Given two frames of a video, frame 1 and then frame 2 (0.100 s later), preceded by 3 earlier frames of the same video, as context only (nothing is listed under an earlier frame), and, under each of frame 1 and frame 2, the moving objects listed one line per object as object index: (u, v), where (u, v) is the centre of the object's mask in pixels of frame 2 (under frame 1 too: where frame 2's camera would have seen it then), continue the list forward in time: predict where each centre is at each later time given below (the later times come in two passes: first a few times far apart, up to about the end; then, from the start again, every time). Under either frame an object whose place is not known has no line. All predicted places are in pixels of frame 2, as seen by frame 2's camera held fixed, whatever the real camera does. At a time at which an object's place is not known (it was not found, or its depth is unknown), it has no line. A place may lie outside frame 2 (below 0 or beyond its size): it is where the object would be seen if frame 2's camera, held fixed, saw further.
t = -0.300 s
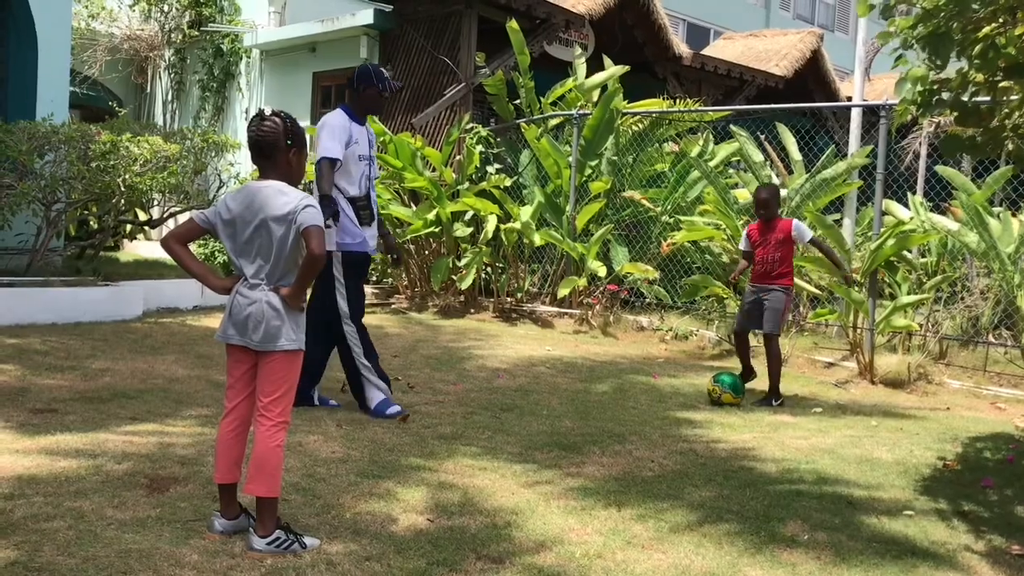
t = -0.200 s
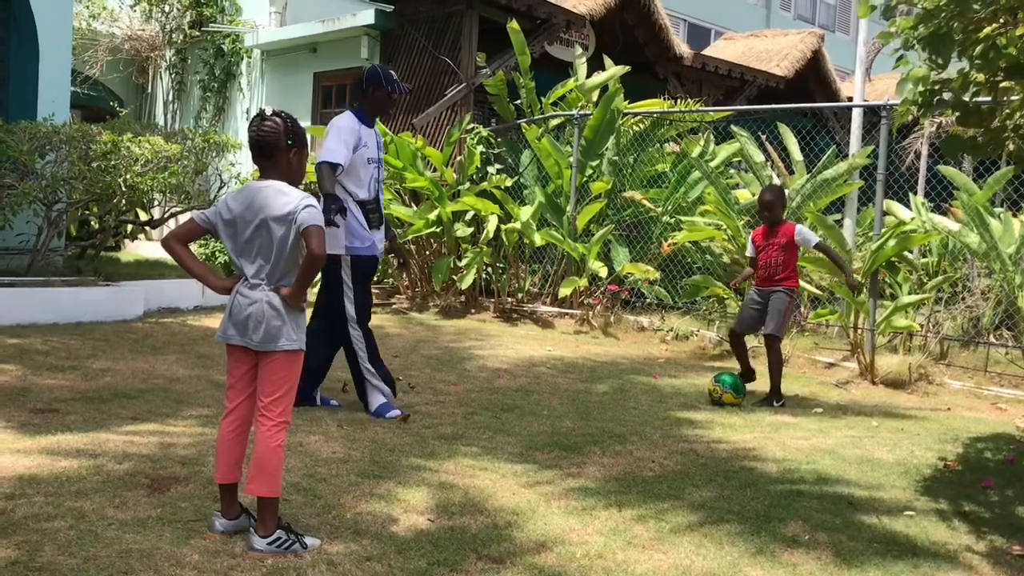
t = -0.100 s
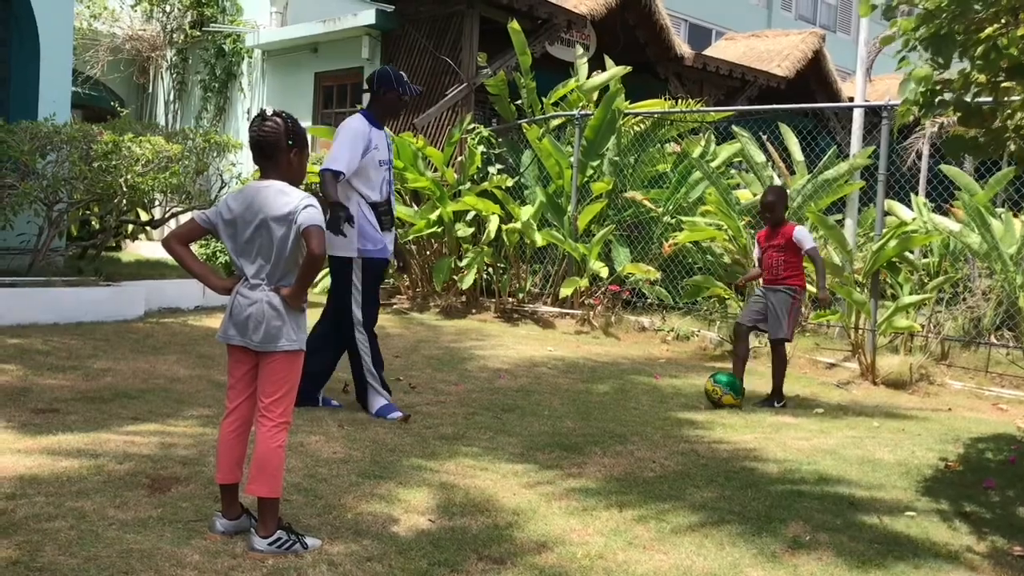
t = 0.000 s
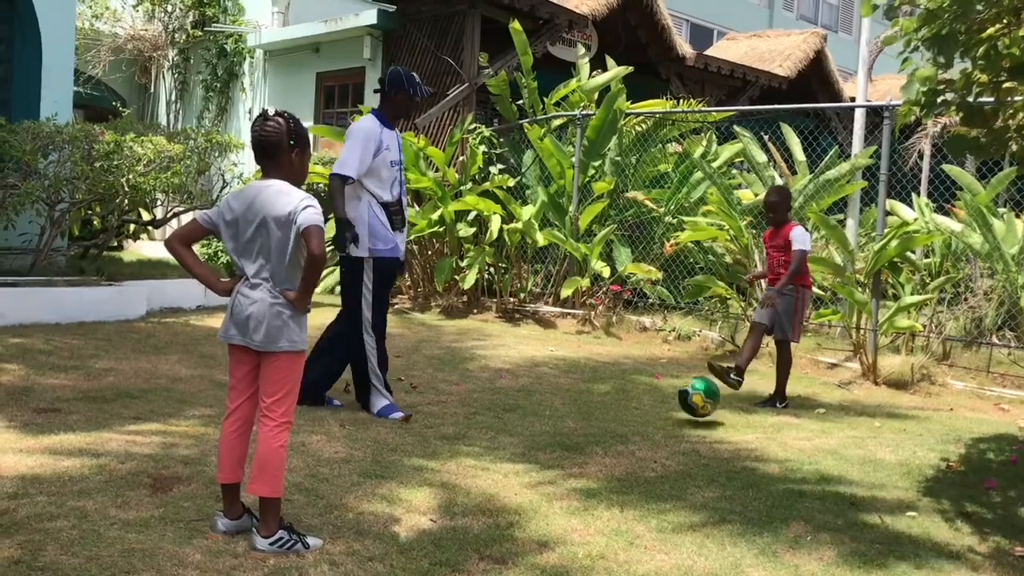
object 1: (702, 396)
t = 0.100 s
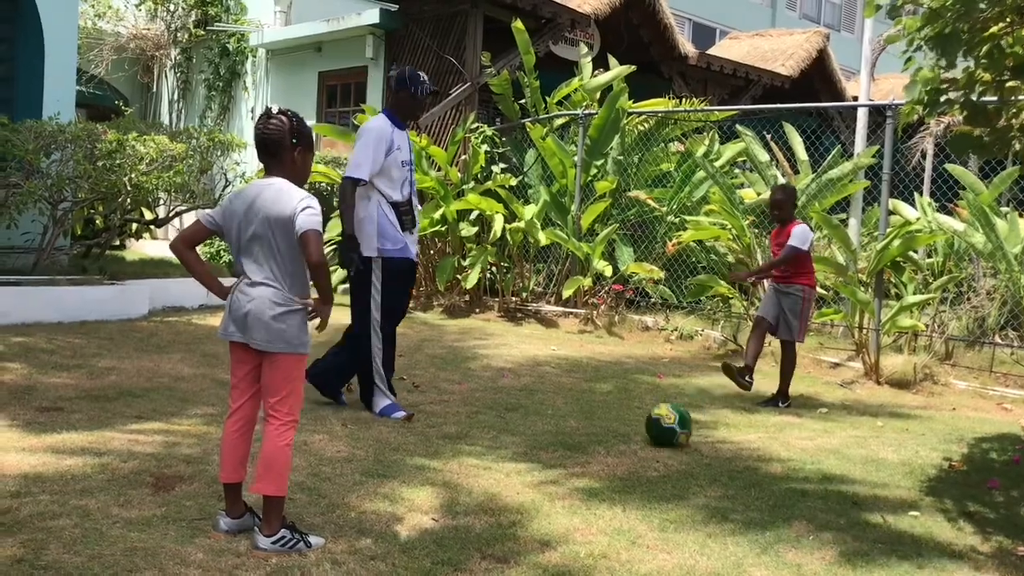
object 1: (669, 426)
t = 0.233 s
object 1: (625, 439)
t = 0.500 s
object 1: (520, 482)
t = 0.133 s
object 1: (658, 431)
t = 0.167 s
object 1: (648, 431)
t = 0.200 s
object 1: (637, 434)
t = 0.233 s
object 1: (625, 439)
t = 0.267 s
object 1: (613, 447)
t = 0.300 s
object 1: (598, 461)
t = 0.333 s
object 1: (584, 473)
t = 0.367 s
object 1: (573, 469)
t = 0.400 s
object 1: (561, 469)
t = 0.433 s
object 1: (549, 470)
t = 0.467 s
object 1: (535, 474)
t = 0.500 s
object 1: (520, 482)
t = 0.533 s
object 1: (512, 488)
